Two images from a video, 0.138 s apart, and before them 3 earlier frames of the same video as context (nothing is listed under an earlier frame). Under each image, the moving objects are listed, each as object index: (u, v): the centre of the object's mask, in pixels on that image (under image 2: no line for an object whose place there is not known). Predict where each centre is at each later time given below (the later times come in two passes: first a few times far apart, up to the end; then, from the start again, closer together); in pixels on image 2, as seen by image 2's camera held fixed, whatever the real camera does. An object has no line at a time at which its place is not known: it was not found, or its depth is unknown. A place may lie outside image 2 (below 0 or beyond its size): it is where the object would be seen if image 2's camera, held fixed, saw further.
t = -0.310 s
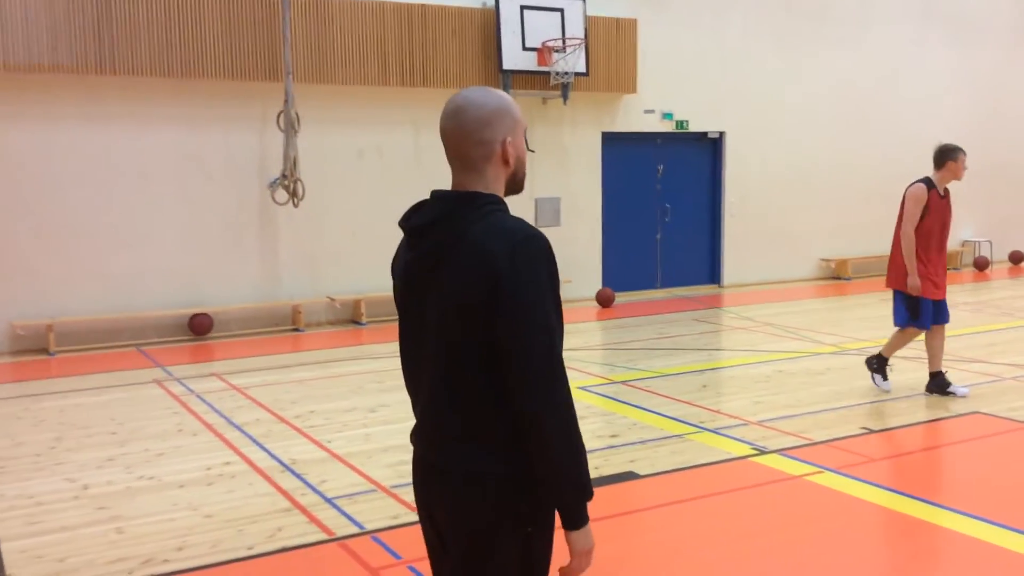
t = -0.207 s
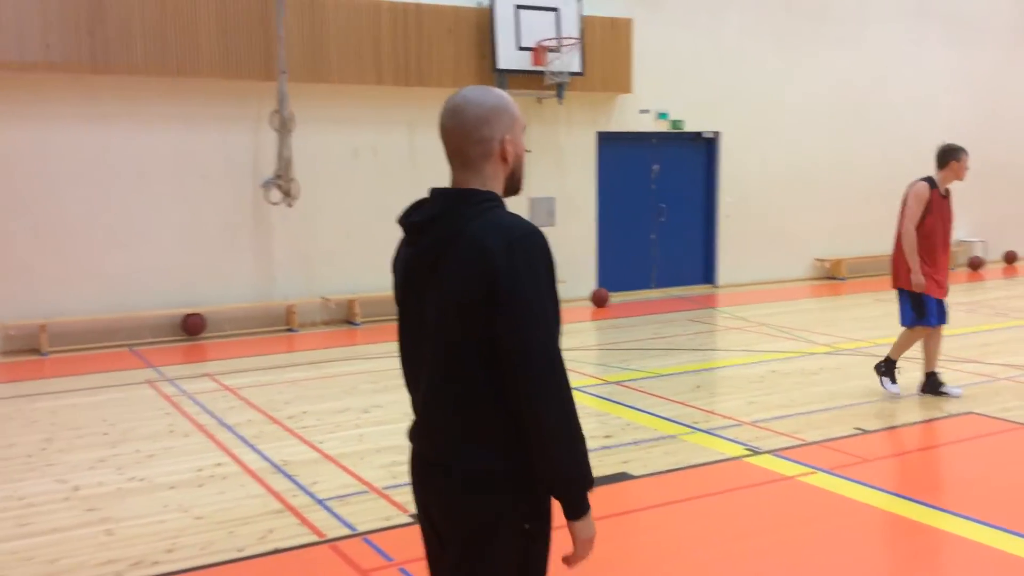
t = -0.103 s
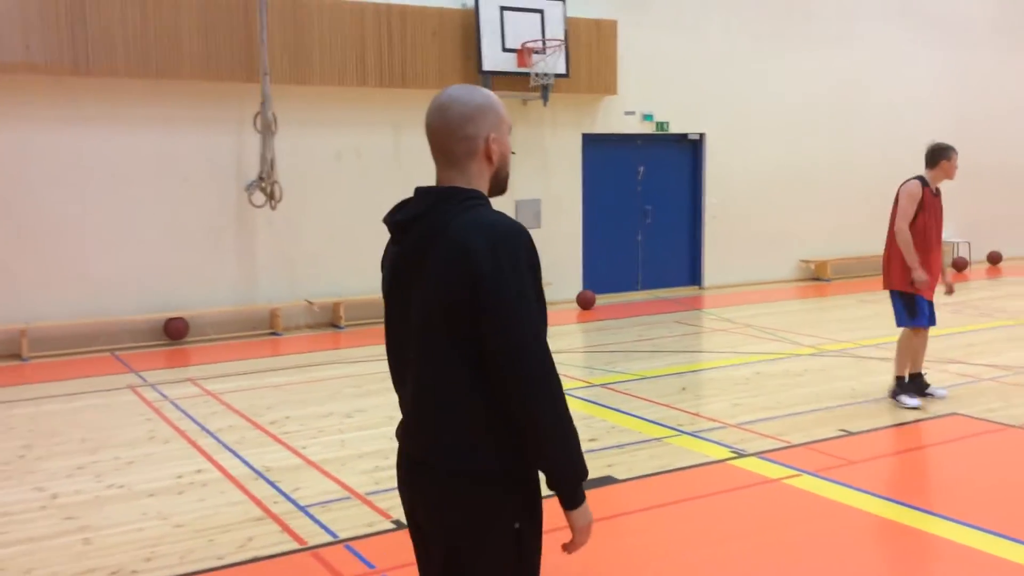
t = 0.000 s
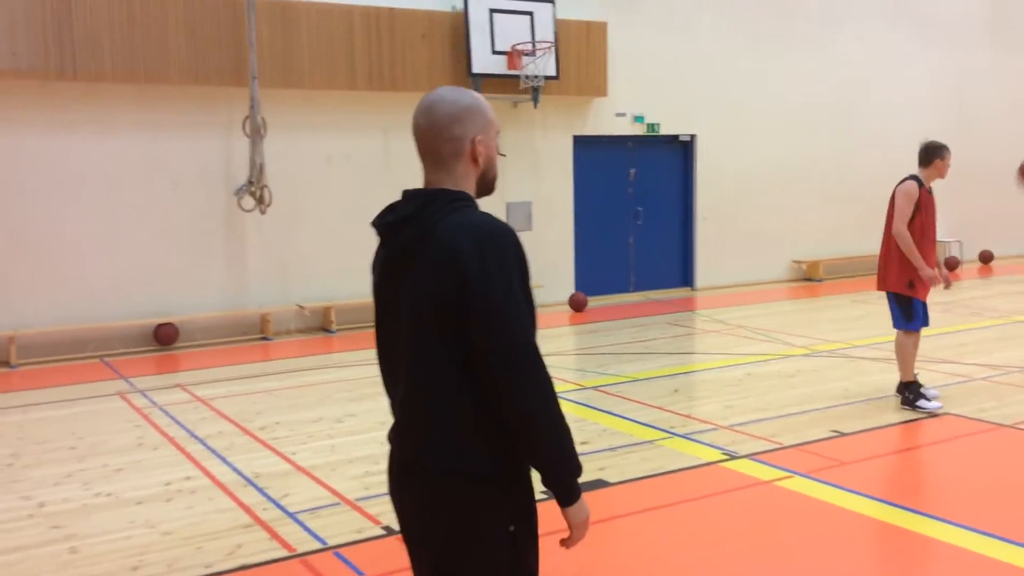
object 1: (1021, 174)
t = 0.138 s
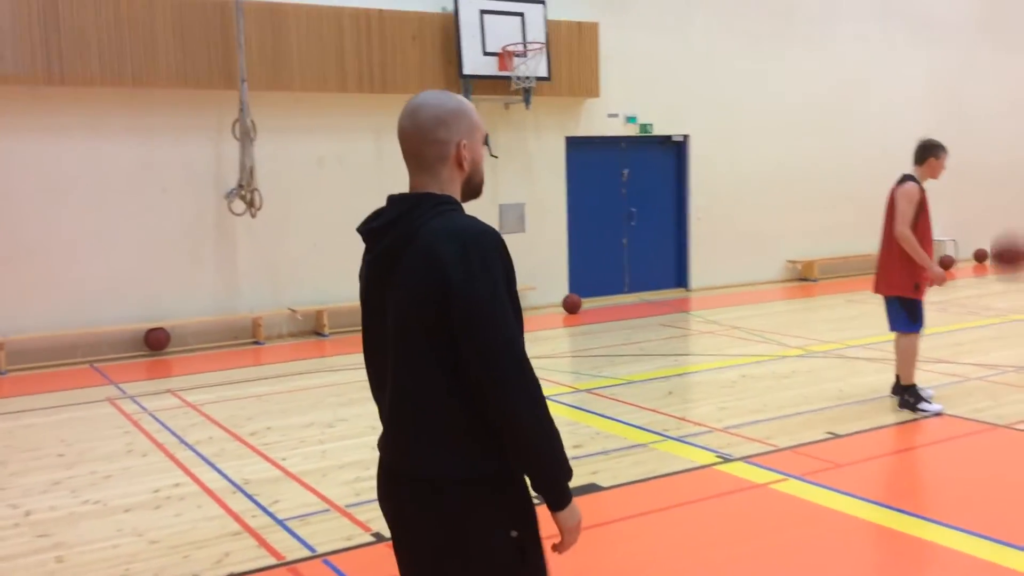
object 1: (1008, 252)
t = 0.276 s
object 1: (985, 395)
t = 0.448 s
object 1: (968, 379)
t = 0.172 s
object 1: (1004, 286)
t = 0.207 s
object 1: (998, 320)
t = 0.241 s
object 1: (991, 350)
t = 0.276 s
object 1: (985, 395)
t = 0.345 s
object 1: (973, 443)
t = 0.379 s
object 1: (972, 419)
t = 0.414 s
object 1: (971, 400)
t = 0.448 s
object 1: (968, 379)
